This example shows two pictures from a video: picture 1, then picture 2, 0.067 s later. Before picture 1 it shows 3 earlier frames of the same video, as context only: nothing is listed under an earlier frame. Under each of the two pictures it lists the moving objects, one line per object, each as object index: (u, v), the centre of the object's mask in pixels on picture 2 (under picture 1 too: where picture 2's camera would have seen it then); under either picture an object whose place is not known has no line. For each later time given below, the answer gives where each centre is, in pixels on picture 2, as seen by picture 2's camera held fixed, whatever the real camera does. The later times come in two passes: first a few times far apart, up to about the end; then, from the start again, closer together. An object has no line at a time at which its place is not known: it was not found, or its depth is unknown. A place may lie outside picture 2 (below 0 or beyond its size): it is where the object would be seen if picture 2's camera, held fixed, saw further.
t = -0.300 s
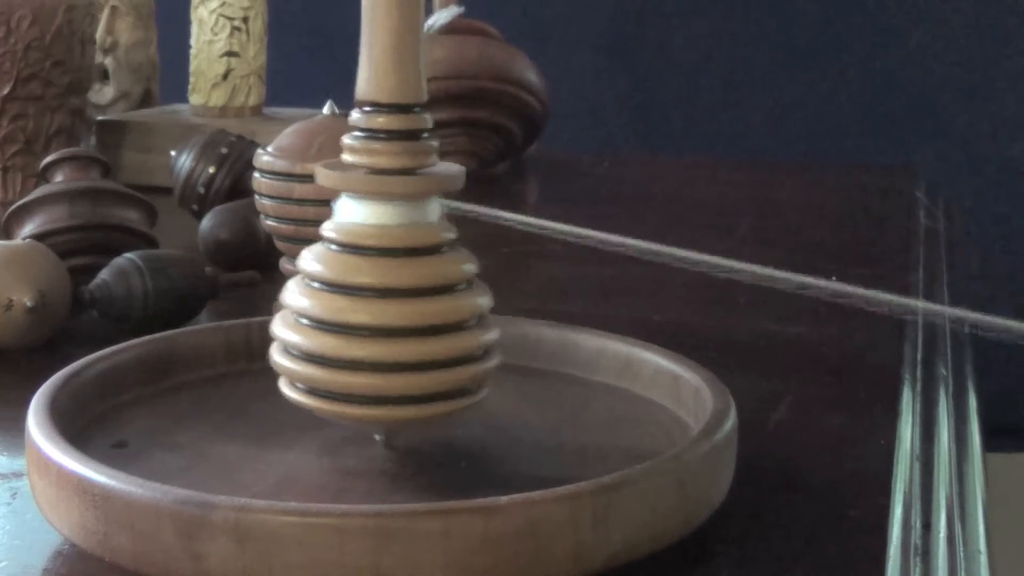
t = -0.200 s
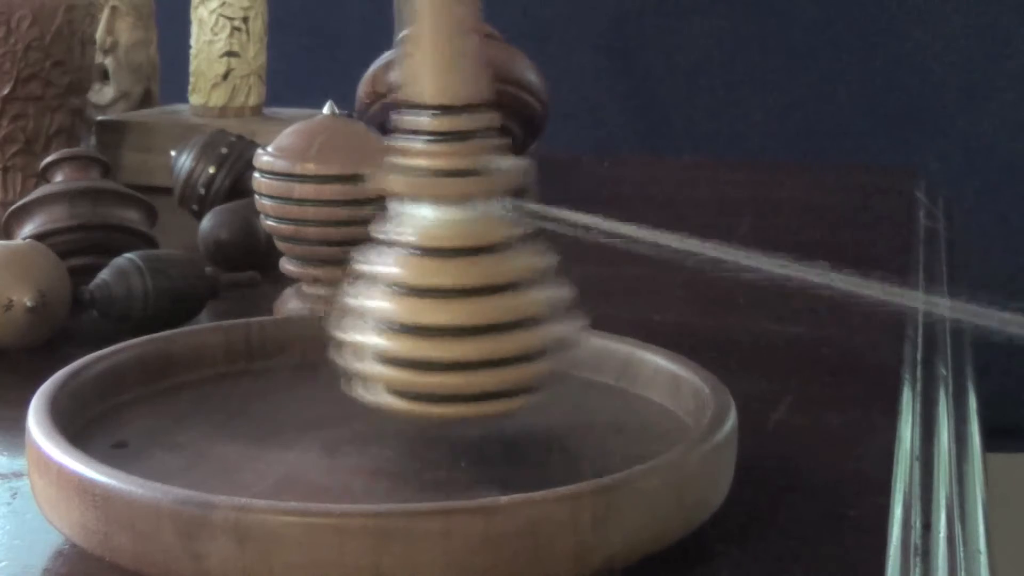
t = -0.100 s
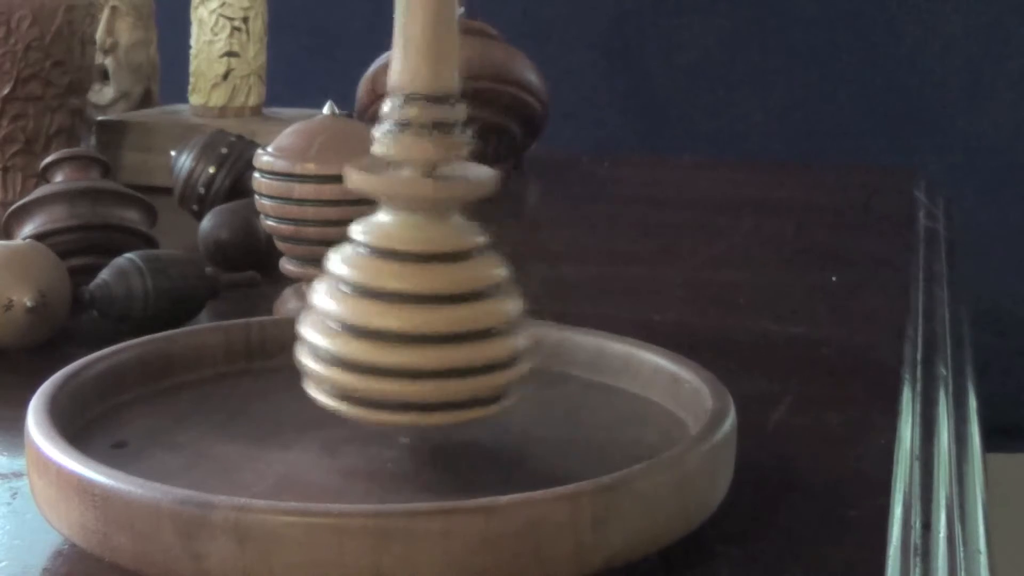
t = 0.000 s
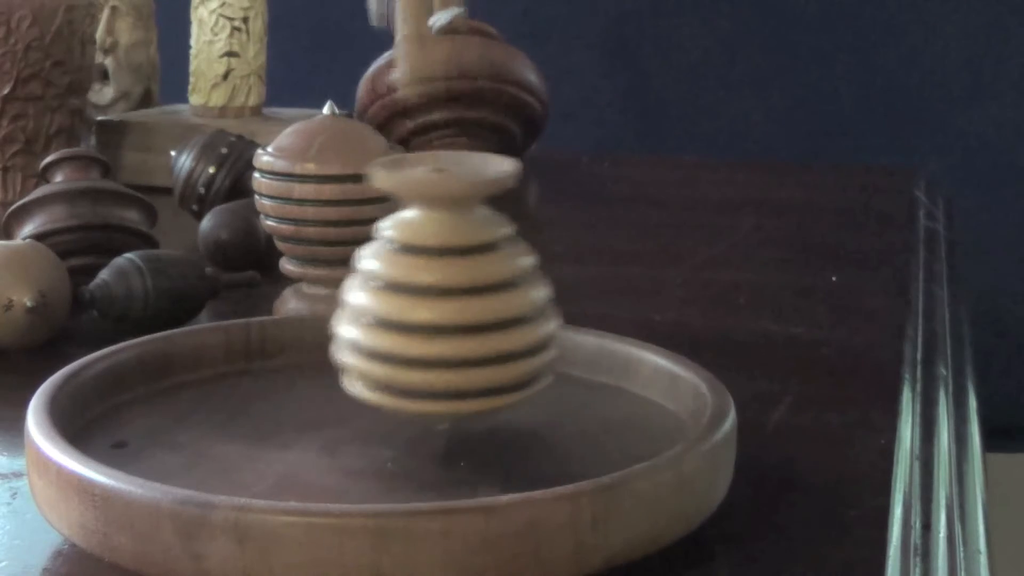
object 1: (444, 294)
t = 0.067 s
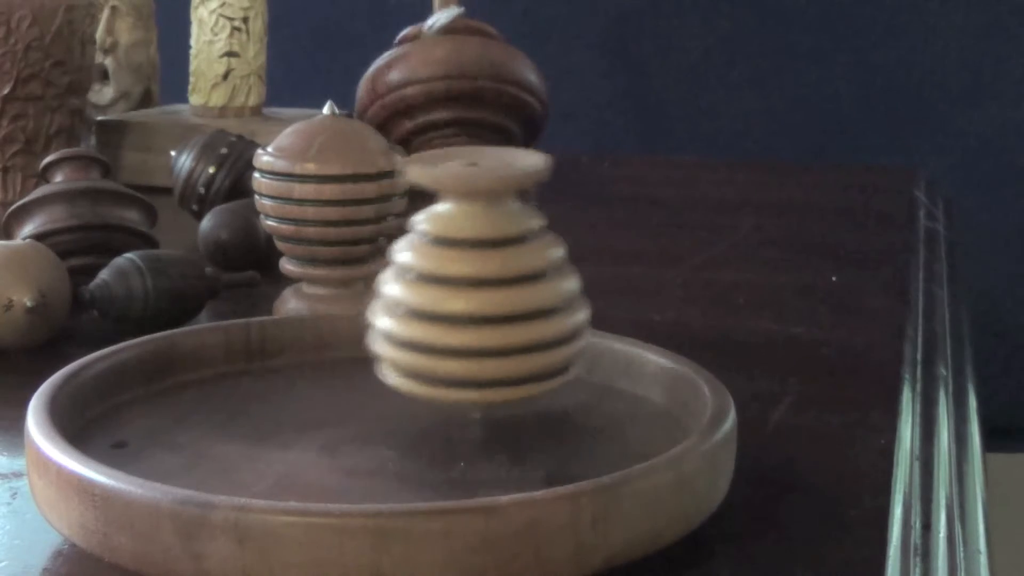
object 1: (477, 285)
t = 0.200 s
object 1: (487, 274)
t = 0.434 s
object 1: (418, 283)
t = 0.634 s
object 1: (406, 281)
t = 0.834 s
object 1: (459, 286)
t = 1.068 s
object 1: (486, 298)
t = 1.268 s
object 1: (495, 305)
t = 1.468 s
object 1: (494, 313)
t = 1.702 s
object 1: (483, 322)
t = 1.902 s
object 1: (462, 329)
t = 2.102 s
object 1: (433, 334)
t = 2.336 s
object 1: (393, 335)
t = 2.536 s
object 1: (357, 336)
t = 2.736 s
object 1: (327, 333)
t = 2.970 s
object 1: (307, 329)
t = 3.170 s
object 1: (299, 328)
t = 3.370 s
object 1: (299, 328)
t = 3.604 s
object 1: (300, 328)
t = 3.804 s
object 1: (301, 330)
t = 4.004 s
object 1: (303, 331)
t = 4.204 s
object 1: (308, 333)
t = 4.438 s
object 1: (312, 334)
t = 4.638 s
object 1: (315, 334)
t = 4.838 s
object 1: (317, 334)
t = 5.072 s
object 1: (317, 333)
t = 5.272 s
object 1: (316, 333)
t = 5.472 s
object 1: (315, 332)
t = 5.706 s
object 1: (315, 332)
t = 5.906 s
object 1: (314, 332)
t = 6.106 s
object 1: (314, 332)
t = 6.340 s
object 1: (317, 330)
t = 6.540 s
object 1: (318, 333)
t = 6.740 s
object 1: (318, 333)
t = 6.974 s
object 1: (319, 333)
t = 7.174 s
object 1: (321, 332)
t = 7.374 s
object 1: (320, 333)
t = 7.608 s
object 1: (320, 333)
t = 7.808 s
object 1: (319, 332)
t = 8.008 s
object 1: (318, 332)
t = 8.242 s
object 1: (316, 332)
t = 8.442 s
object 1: (315, 333)
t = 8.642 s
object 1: (315, 333)
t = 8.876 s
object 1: (315, 333)
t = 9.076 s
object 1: (316, 333)
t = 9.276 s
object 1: (317, 333)
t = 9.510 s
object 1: (319, 334)
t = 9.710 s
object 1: (320, 334)
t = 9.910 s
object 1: (320, 334)
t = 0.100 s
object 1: (487, 280)
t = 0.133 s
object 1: (492, 277)
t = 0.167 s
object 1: (492, 275)
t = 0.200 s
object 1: (487, 274)
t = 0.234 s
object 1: (479, 275)
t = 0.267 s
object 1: (470, 277)
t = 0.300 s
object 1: (459, 278)
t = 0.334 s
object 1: (448, 279)
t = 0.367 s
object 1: (438, 281)
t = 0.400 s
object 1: (428, 282)
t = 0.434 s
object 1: (418, 283)
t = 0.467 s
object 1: (409, 284)
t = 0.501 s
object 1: (402, 284)
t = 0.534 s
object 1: (398, 283)
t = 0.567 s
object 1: (398, 283)
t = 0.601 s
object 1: (400, 281)
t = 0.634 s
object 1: (406, 281)
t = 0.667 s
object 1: (412, 280)
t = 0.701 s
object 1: (422, 281)
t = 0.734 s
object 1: (431, 281)
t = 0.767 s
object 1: (441, 283)
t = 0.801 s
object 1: (450, 284)
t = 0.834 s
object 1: (459, 286)
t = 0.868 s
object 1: (465, 287)
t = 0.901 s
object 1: (471, 288)
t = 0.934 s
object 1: (475, 290)
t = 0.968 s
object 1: (479, 292)
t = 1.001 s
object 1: (482, 294)
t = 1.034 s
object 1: (485, 296)
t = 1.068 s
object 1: (486, 298)
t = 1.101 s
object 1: (488, 299)
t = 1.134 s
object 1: (489, 300)
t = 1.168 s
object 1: (491, 302)
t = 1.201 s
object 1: (492, 303)
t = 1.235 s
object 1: (494, 304)
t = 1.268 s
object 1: (495, 305)
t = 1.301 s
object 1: (496, 307)
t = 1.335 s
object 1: (496, 308)
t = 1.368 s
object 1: (496, 310)
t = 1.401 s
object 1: (496, 311)
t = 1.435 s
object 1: (495, 312)
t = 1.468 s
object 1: (494, 313)
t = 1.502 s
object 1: (494, 315)
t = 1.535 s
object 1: (493, 316)
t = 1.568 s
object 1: (492, 318)
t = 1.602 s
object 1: (491, 319)
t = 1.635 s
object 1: (489, 320)
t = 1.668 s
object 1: (486, 321)
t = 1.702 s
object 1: (483, 322)
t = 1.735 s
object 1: (480, 324)
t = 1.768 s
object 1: (476, 324)
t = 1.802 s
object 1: (473, 326)
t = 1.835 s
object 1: (470, 327)
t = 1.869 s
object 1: (466, 328)
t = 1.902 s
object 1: (462, 329)
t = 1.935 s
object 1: (458, 330)
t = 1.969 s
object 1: (453, 331)
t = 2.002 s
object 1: (448, 331)
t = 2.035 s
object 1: (444, 332)
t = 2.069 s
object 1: (438, 333)
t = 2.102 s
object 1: (433, 334)
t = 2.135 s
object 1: (428, 334)
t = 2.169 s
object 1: (422, 334)
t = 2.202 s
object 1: (416, 335)
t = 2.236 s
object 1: (411, 335)
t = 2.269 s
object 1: (405, 335)
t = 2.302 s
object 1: (399, 335)
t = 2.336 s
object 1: (393, 335)
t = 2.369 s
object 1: (387, 336)
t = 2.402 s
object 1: (381, 336)
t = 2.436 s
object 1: (375, 335)
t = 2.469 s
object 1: (369, 336)
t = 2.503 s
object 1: (363, 336)
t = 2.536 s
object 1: (357, 336)
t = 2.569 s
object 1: (352, 335)
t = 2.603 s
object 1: (346, 335)
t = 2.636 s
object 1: (341, 335)
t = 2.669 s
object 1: (336, 335)
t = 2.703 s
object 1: (331, 334)
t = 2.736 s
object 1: (327, 333)
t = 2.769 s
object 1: (323, 332)
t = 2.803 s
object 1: (319, 332)
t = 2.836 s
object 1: (317, 331)
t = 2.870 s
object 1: (313, 331)
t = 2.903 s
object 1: (311, 330)
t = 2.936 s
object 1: (309, 330)
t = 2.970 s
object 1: (307, 329)
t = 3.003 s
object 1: (304, 329)
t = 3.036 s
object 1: (303, 329)
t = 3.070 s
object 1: (301, 329)
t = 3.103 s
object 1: (300, 328)
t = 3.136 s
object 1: (299, 328)
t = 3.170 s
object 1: (299, 328)
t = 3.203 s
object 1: (299, 328)
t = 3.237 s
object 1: (299, 328)
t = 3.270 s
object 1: (299, 327)
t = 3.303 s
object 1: (299, 327)
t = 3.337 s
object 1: (299, 328)
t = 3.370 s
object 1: (299, 328)
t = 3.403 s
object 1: (299, 328)
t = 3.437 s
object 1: (299, 328)
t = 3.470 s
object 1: (299, 328)
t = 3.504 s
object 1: (299, 328)
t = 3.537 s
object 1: (299, 328)
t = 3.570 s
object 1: (300, 328)
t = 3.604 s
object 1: (300, 328)
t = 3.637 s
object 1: (300, 328)
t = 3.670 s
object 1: (300, 329)
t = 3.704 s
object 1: (300, 329)
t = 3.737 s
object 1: (301, 329)
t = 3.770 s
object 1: (301, 329)
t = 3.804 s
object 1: (301, 330)
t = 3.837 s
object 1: (302, 329)
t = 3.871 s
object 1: (302, 330)
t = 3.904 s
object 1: (302, 330)
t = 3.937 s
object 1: (303, 330)
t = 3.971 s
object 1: (303, 331)
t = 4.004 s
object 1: (303, 331)
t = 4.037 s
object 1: (304, 331)
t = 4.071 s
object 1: (305, 331)
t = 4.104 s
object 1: (305, 332)
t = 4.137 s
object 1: (306, 332)
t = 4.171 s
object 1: (307, 332)
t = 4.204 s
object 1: (308, 333)
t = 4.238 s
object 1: (309, 333)
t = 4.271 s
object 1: (309, 333)
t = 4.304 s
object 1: (310, 333)
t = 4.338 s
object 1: (310, 334)
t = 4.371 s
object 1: (311, 334)
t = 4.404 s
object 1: (312, 334)
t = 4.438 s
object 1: (312, 334)
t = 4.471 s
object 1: (313, 334)
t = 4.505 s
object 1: (314, 334)
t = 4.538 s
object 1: (314, 334)
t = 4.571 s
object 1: (315, 334)
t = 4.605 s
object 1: (315, 334)
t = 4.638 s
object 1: (315, 334)
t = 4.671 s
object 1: (316, 334)
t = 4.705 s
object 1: (316, 334)
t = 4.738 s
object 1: (316, 334)
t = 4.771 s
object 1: (316, 334)
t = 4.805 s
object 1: (317, 334)
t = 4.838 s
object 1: (317, 334)
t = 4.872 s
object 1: (317, 334)
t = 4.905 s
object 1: (317, 334)
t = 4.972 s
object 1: (317, 333)
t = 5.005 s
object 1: (317, 333)
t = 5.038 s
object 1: (317, 333)
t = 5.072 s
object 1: (317, 333)
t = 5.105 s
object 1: (317, 333)
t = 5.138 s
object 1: (317, 333)
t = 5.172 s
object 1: (317, 333)
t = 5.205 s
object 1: (317, 333)
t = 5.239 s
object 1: (316, 333)
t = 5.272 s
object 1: (316, 333)
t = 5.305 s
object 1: (316, 332)
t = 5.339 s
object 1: (316, 332)
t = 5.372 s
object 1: (316, 332)
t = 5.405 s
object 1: (316, 332)
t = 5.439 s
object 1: (315, 332)
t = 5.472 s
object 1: (315, 332)
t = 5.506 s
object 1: (315, 332)
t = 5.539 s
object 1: (315, 331)
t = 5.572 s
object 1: (314, 332)
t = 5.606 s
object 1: (314, 331)
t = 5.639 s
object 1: (314, 332)
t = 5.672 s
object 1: (315, 332)
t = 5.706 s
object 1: (315, 332)
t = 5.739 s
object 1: (314, 332)
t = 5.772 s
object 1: (314, 332)
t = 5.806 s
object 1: (314, 332)
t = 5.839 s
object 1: (314, 331)
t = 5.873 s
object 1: (314, 332)
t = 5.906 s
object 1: (314, 332)
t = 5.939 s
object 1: (315, 332)
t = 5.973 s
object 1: (314, 332)
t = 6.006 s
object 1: (315, 332)
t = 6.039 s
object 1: (315, 332)
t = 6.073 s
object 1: (314, 332)
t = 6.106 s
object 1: (314, 332)
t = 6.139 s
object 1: (316, 330)
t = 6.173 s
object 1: (316, 330)
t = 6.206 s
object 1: (317, 330)
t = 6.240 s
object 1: (316, 332)
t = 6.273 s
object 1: (317, 330)
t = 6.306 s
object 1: (316, 332)
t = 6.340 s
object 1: (317, 330)
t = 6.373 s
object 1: (317, 330)
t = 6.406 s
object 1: (317, 331)
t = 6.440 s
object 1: (318, 331)
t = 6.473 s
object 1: (317, 333)
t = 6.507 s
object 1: (317, 333)
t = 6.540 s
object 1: (318, 333)
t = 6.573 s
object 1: (318, 333)
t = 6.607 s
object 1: (318, 333)
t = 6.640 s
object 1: (318, 333)
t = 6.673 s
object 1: (318, 333)
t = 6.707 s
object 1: (318, 333)
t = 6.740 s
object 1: (318, 333)
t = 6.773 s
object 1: (319, 333)
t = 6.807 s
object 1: (319, 333)
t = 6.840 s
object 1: (318, 333)
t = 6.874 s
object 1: (318, 333)
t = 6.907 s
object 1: (319, 333)
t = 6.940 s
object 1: (319, 333)
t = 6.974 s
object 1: (319, 333)
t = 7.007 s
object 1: (319, 333)
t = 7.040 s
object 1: (320, 333)
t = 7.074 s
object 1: (321, 332)
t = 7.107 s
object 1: (321, 332)
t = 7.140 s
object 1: (321, 332)
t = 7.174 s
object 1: (321, 332)
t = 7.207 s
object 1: (321, 332)
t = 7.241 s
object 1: (321, 332)
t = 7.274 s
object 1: (320, 333)
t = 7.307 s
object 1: (321, 333)
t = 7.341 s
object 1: (321, 333)
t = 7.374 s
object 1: (320, 333)
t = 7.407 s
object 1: (321, 333)
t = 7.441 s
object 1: (321, 332)
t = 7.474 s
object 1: (321, 332)
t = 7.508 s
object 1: (321, 332)
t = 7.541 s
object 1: (321, 332)
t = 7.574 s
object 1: (321, 332)
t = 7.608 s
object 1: (320, 333)
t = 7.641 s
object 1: (320, 333)
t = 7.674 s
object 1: (320, 333)
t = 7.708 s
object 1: (319, 333)
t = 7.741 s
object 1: (319, 333)
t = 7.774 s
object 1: (319, 333)
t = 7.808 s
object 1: (319, 332)
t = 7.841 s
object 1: (319, 332)
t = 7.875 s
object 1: (319, 332)
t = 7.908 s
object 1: (319, 332)
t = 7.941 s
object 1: (318, 333)
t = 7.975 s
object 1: (318, 332)
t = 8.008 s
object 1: (318, 332)
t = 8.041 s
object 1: (318, 331)
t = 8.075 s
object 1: (316, 333)
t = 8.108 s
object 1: (318, 331)
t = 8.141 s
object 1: (316, 333)
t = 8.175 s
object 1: (316, 333)
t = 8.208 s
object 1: (316, 332)
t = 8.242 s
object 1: (316, 332)
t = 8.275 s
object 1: (316, 333)
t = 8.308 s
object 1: (316, 333)
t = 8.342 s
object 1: (316, 333)
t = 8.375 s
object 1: (315, 333)
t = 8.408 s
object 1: (315, 333)
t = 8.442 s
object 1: (315, 333)
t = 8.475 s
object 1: (315, 333)
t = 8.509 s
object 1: (315, 332)
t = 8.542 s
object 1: (315, 333)
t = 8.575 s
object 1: (315, 333)
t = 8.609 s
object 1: (315, 333)
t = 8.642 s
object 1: (315, 333)
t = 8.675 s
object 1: (315, 333)
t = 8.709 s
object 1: (315, 333)
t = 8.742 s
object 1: (315, 332)
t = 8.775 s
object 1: (315, 332)
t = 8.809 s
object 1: (315, 332)
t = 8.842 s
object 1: (315, 333)
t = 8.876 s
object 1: (315, 333)
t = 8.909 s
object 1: (315, 333)
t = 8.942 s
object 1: (315, 333)
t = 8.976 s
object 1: (315, 333)
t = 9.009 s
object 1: (316, 333)
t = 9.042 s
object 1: (316, 333)
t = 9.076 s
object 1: (316, 333)
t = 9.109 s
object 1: (316, 333)
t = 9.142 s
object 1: (317, 333)
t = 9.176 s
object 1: (317, 333)
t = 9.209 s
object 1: (317, 333)
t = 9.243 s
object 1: (317, 333)
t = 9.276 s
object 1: (317, 333)
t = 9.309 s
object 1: (317, 333)
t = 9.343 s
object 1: (317, 333)
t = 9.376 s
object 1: (317, 334)
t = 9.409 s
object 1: (318, 333)
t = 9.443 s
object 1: (318, 334)
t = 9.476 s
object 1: (319, 334)
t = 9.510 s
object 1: (319, 334)
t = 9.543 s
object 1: (319, 334)
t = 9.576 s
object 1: (319, 334)
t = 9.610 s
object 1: (319, 333)
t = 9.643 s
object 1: (319, 334)
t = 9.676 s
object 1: (320, 334)
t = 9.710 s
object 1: (320, 334)
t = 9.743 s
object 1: (320, 334)
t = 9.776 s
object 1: (320, 334)
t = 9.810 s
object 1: (320, 334)
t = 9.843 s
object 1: (320, 333)
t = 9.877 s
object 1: (320, 333)
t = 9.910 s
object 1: (320, 334)
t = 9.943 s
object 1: (321, 334)
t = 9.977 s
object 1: (321, 334)
